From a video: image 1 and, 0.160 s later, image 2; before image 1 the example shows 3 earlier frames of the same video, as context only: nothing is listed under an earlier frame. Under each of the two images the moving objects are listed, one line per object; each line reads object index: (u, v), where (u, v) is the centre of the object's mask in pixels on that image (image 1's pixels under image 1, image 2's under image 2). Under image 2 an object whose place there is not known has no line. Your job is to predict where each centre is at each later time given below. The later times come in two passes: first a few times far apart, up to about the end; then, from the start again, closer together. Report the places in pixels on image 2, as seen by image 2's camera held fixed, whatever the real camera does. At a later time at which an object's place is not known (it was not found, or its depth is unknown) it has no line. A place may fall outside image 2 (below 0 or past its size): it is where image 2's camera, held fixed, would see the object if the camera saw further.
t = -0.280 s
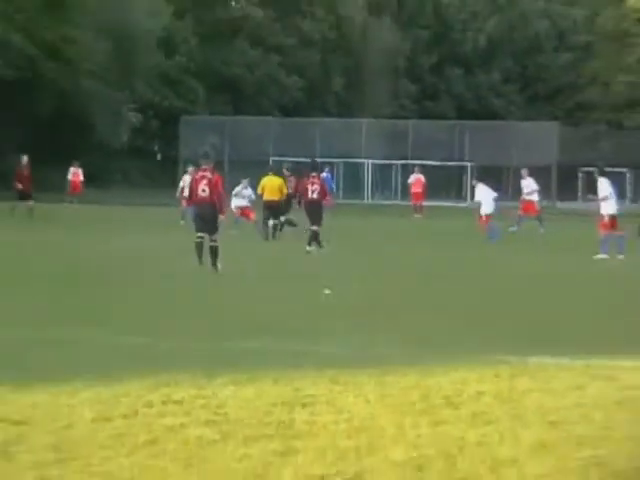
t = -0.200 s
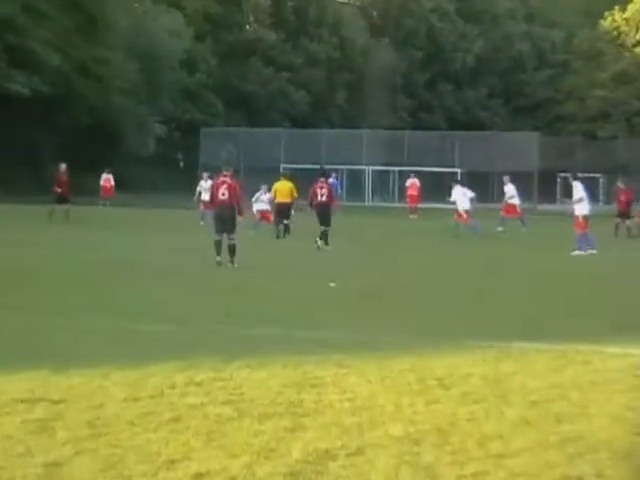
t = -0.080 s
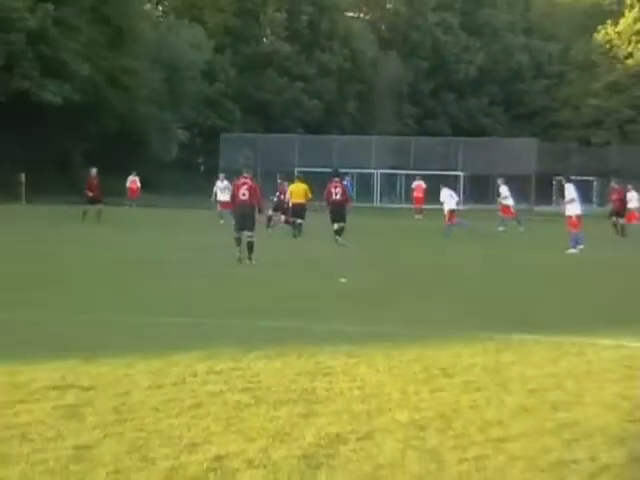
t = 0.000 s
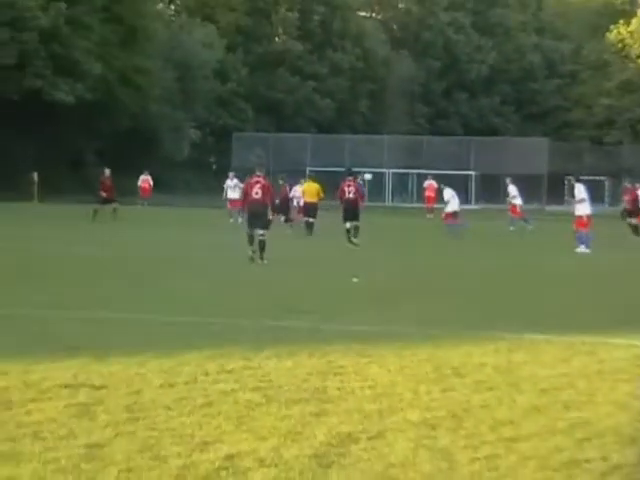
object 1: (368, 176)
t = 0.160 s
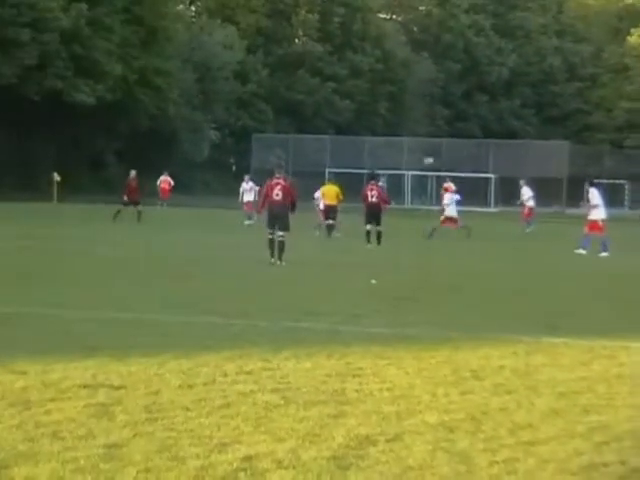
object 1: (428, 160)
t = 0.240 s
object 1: (449, 155)
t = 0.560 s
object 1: (527, 155)
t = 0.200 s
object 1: (439, 158)
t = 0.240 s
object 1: (449, 155)
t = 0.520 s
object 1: (518, 154)
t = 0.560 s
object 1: (527, 155)
